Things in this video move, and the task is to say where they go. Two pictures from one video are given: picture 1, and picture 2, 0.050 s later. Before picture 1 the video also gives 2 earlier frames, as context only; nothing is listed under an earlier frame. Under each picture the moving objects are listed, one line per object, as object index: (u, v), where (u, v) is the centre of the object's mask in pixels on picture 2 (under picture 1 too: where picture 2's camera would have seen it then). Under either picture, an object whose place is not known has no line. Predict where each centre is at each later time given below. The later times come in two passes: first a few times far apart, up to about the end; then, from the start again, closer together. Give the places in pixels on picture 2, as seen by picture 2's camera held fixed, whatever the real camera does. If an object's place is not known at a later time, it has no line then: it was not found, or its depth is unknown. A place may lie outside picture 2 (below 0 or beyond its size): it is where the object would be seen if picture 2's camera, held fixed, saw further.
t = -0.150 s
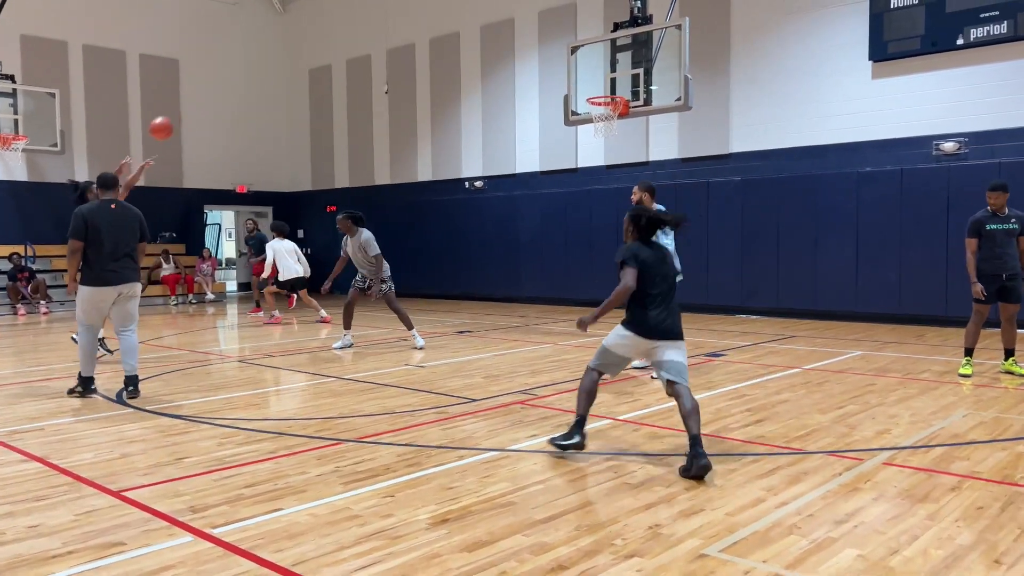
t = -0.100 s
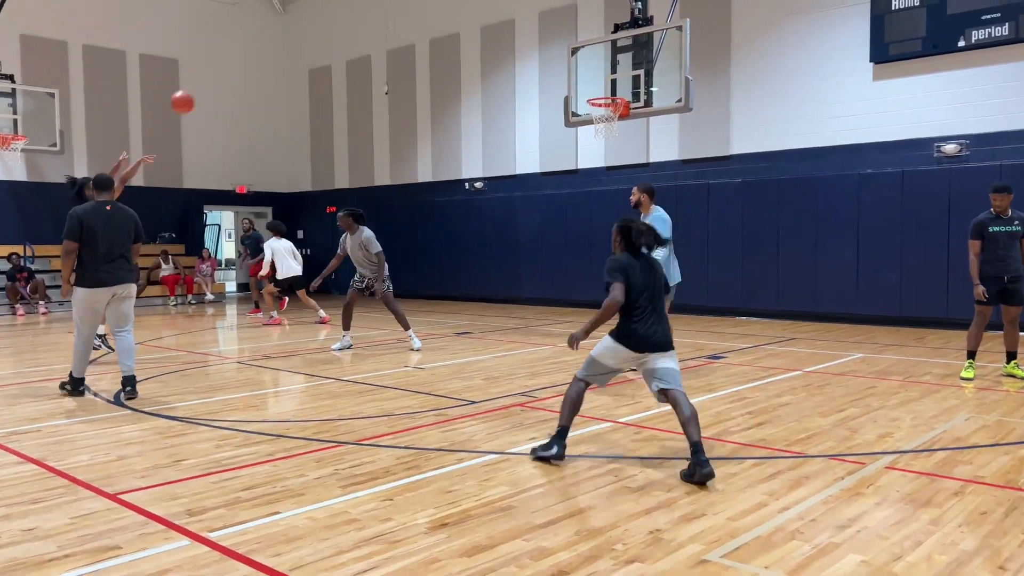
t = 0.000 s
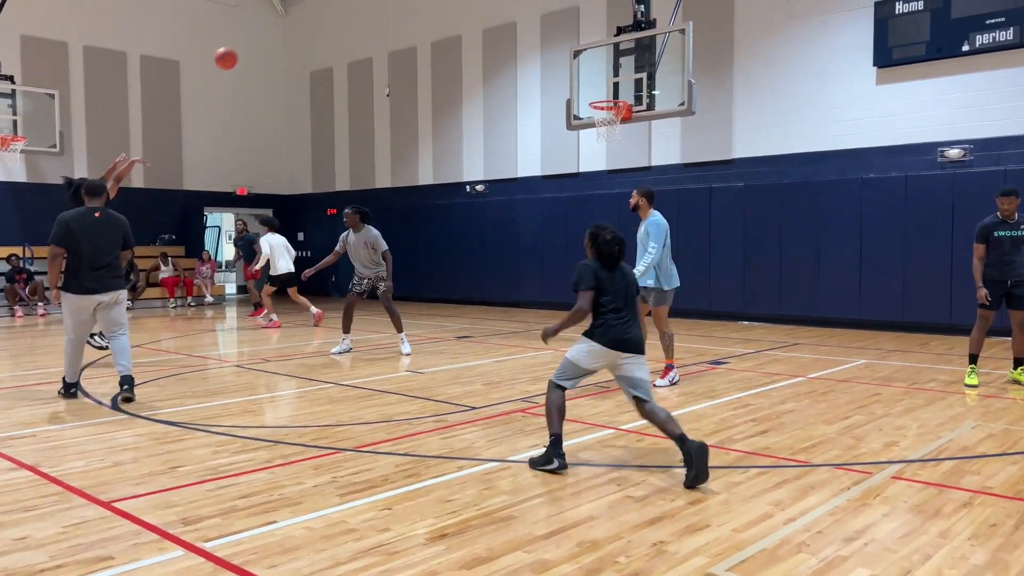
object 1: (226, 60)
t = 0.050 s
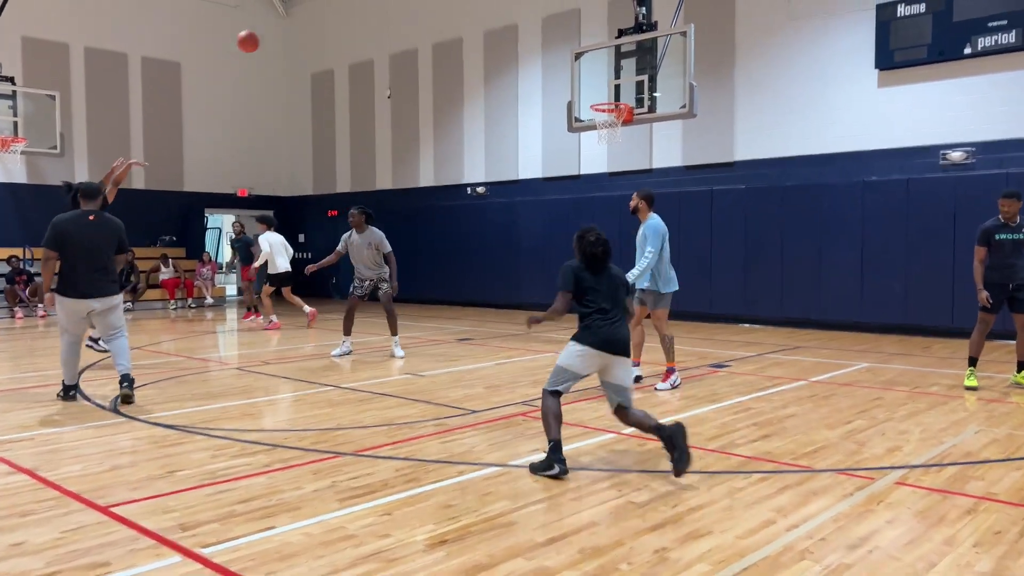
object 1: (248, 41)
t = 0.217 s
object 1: (317, 0)
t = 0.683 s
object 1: (494, 3)
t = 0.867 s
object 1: (556, 54)
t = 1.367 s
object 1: (589, 151)
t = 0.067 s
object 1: (255, 36)
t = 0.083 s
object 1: (262, 30)
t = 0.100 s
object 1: (269, 25)
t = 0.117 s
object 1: (276, 20)
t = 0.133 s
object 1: (283, 16)
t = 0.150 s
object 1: (290, 12)
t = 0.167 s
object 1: (297, 8)
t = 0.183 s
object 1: (304, 5)
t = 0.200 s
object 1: (311, 3)
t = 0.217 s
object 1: (317, 0)
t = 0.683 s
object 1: (494, 3)
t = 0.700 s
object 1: (500, 7)
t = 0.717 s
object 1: (506, 11)
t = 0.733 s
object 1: (511, 14)
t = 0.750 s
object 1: (516, 18)
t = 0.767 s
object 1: (522, 23)
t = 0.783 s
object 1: (527, 28)
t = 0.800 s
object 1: (533, 32)
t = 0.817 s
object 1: (539, 38)
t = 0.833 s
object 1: (544, 43)
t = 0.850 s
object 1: (551, 49)
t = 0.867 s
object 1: (556, 54)
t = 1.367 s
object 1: (589, 151)
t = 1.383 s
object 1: (588, 155)
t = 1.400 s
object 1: (586, 159)
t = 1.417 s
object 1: (585, 162)
